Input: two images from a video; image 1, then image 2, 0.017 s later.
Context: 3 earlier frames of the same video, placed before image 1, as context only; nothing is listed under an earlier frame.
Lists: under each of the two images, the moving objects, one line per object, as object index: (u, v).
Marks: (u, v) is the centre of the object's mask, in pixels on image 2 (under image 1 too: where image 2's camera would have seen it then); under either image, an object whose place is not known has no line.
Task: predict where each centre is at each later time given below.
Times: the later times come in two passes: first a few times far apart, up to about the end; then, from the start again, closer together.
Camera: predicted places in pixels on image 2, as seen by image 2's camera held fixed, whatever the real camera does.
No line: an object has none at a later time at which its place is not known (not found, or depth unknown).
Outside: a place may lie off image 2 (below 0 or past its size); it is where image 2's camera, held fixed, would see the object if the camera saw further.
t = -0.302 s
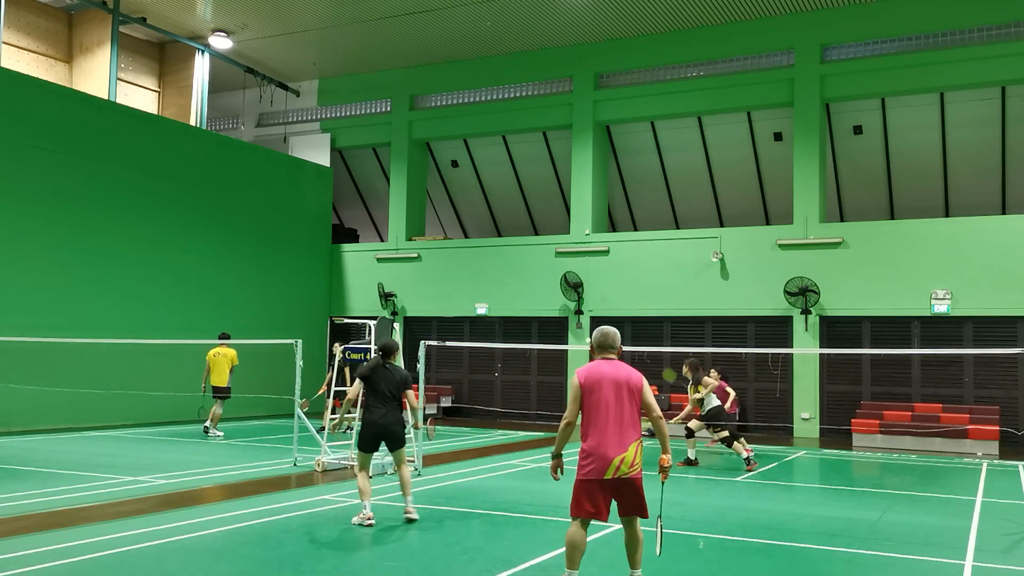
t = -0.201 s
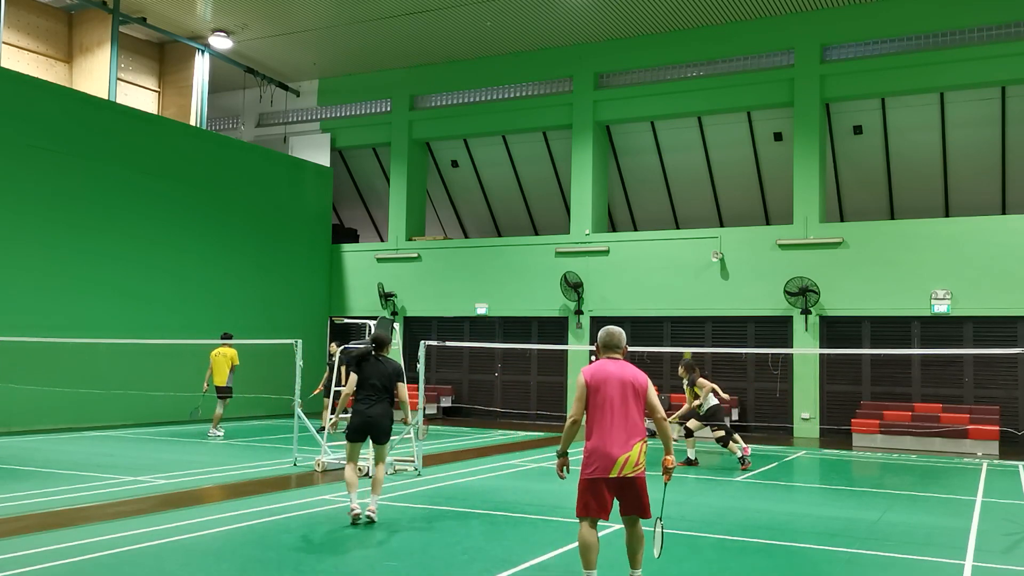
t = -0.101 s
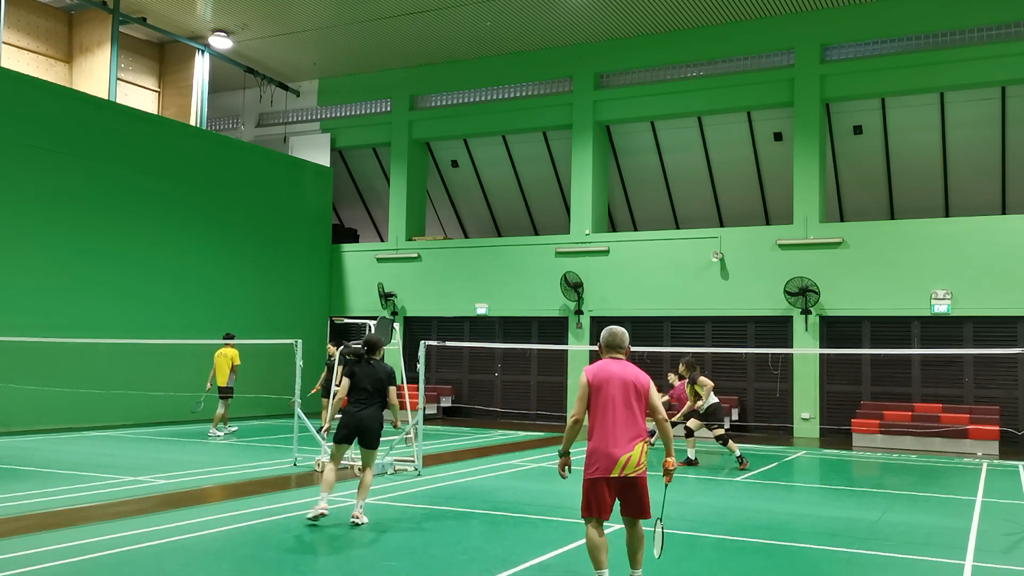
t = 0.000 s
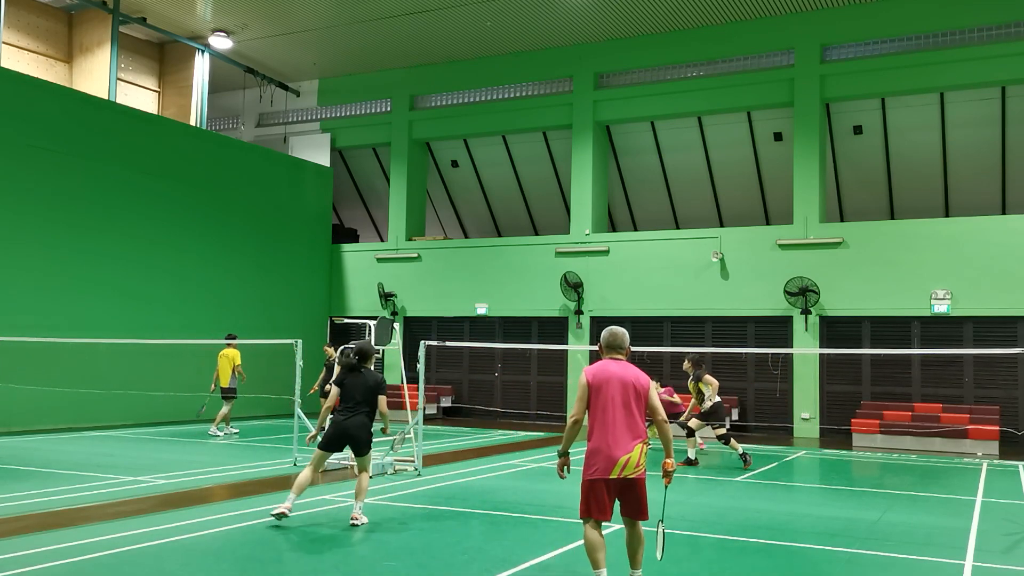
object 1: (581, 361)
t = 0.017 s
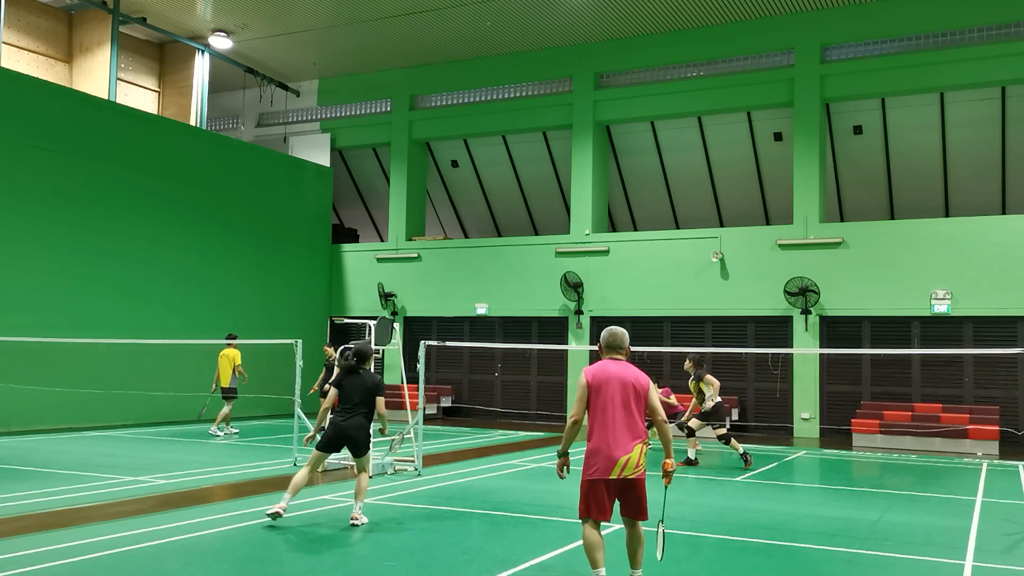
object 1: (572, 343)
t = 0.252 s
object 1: (488, 207)
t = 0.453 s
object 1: (425, 144)
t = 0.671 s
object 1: (357, 122)
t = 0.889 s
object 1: (284, 155)
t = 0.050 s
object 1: (561, 321)
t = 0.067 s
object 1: (553, 307)
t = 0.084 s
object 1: (546, 296)
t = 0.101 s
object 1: (539, 285)
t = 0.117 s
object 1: (533, 275)
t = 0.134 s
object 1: (527, 265)
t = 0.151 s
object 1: (521, 256)
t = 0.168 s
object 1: (516, 247)
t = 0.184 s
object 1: (510, 238)
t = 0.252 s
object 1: (488, 207)
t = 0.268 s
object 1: (483, 200)
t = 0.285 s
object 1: (477, 193)
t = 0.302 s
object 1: (472, 187)
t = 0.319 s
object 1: (467, 181)
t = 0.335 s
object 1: (462, 175)
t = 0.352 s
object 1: (456, 170)
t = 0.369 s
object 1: (452, 165)
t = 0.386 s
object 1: (446, 160)
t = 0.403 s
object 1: (441, 155)
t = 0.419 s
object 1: (435, 151)
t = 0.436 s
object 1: (430, 147)
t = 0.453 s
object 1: (425, 144)
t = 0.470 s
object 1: (420, 140)
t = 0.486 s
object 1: (415, 137)
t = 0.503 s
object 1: (410, 134)
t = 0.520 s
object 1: (404, 132)
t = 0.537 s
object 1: (399, 129)
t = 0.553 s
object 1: (394, 128)
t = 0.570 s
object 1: (388, 126)
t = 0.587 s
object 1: (384, 125)
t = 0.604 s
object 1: (378, 124)
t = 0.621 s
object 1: (373, 123)
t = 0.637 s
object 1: (367, 122)
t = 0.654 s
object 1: (362, 122)
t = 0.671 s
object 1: (357, 122)
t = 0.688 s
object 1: (351, 123)
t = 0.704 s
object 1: (346, 124)
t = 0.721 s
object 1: (340, 125)
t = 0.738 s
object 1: (335, 126)
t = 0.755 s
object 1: (329, 128)
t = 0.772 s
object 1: (324, 130)
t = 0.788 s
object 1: (318, 133)
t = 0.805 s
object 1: (313, 135)
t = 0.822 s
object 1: (307, 139)
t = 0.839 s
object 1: (302, 142)
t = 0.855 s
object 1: (295, 147)
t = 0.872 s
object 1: (290, 151)
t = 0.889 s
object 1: (284, 155)
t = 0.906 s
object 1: (279, 160)
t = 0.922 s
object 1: (273, 166)
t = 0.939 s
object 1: (267, 171)
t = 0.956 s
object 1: (261, 177)
